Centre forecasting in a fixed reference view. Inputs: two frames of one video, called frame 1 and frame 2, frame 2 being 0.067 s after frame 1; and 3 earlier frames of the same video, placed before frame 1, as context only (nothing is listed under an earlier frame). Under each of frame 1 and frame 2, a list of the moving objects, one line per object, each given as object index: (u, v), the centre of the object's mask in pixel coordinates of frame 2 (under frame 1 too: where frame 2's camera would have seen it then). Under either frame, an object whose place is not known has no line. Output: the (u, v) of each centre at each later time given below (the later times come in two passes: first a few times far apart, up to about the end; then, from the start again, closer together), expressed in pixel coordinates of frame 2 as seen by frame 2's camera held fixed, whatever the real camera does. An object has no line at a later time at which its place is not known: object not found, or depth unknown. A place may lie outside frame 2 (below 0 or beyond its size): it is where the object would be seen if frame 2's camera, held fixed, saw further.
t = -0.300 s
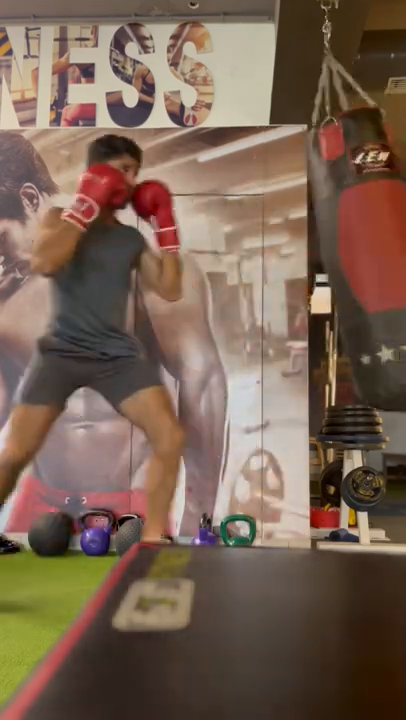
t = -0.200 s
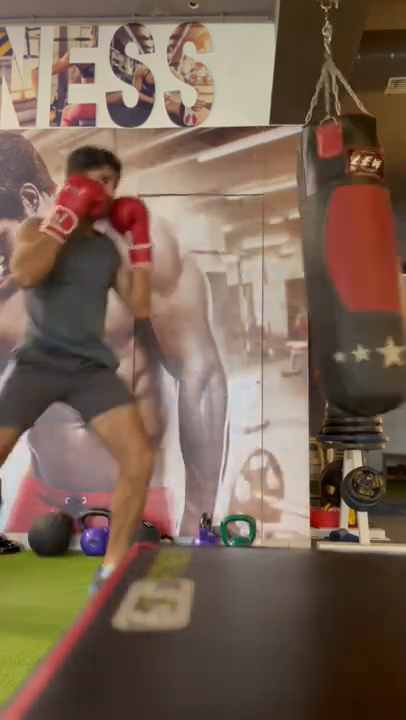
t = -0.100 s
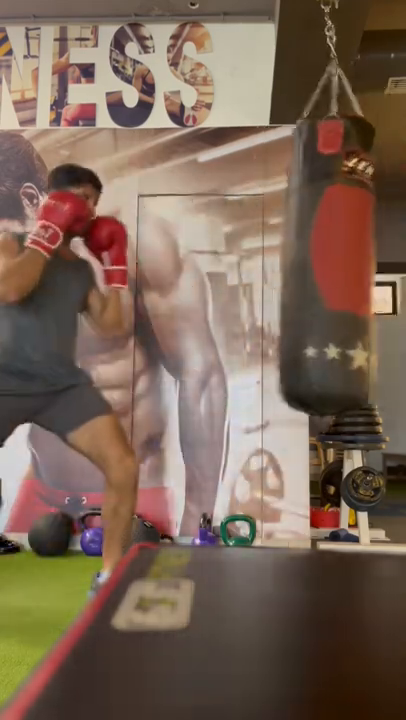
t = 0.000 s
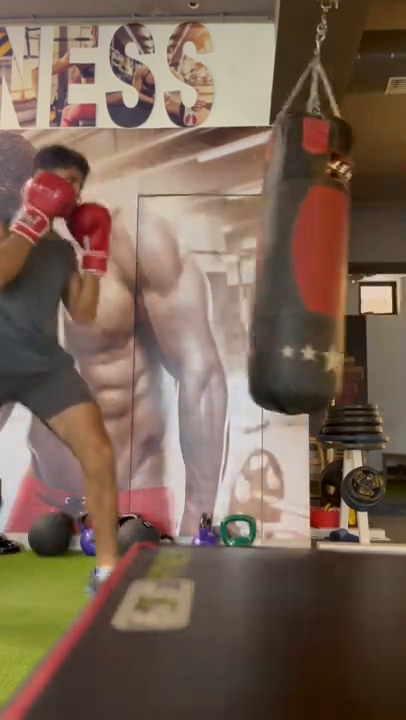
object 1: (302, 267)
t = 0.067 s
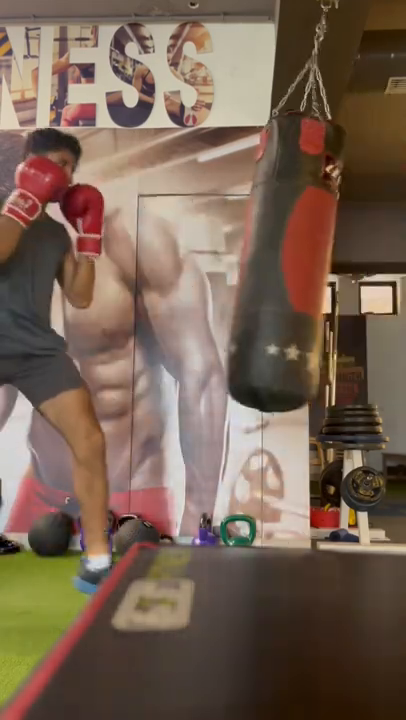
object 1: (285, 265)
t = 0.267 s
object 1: (251, 259)
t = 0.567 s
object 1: (245, 259)
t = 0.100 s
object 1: (279, 265)
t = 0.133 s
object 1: (273, 263)
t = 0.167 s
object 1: (268, 262)
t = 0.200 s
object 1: (262, 261)
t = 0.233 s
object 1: (256, 260)
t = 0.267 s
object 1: (251, 259)
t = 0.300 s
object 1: (247, 257)
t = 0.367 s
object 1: (243, 256)
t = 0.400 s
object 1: (242, 256)
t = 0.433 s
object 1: (241, 257)
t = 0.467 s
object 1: (242, 257)
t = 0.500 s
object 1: (243, 257)
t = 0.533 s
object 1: (244, 258)
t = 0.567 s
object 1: (245, 259)
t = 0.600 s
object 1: (247, 260)
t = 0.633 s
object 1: (250, 261)
